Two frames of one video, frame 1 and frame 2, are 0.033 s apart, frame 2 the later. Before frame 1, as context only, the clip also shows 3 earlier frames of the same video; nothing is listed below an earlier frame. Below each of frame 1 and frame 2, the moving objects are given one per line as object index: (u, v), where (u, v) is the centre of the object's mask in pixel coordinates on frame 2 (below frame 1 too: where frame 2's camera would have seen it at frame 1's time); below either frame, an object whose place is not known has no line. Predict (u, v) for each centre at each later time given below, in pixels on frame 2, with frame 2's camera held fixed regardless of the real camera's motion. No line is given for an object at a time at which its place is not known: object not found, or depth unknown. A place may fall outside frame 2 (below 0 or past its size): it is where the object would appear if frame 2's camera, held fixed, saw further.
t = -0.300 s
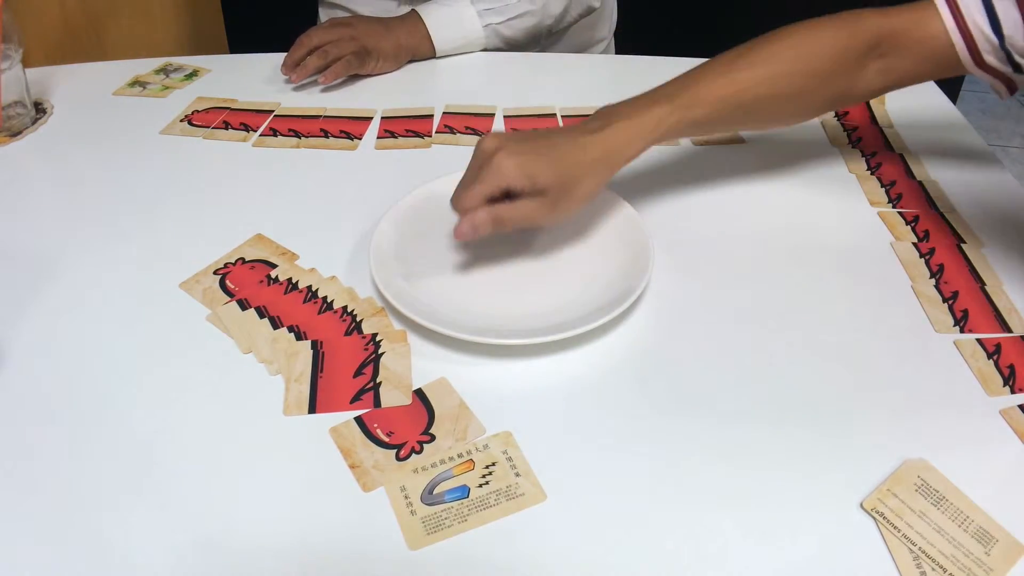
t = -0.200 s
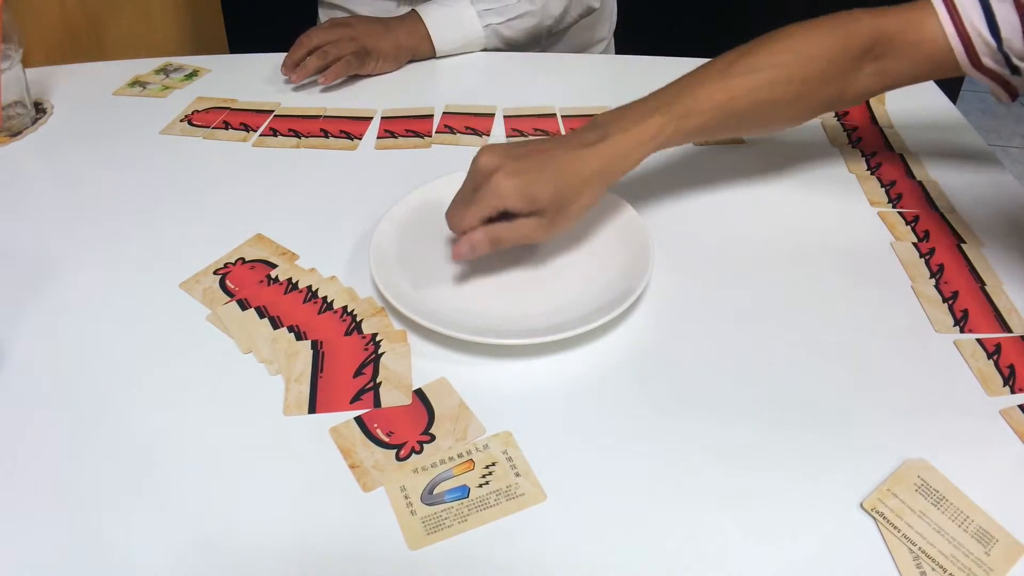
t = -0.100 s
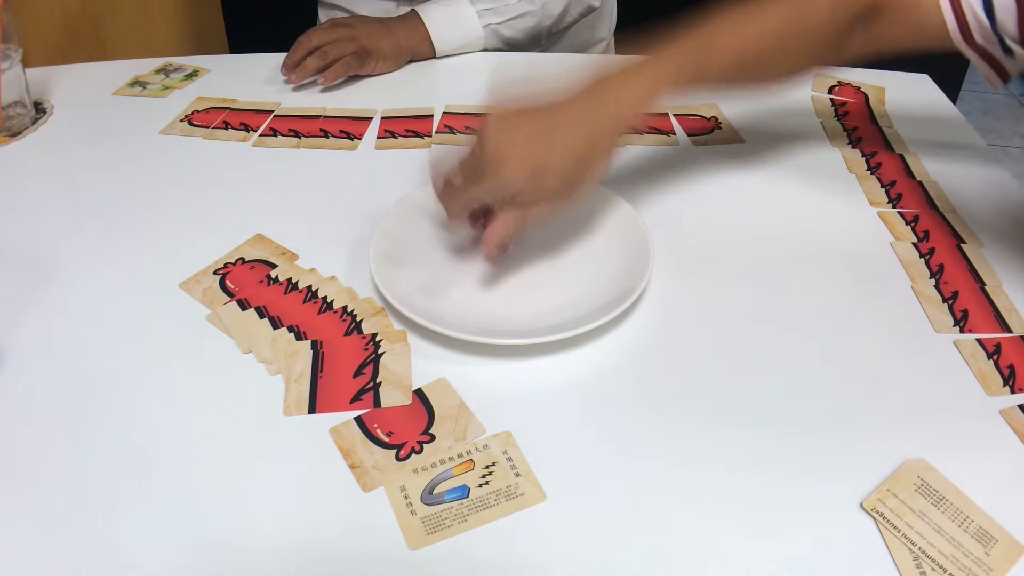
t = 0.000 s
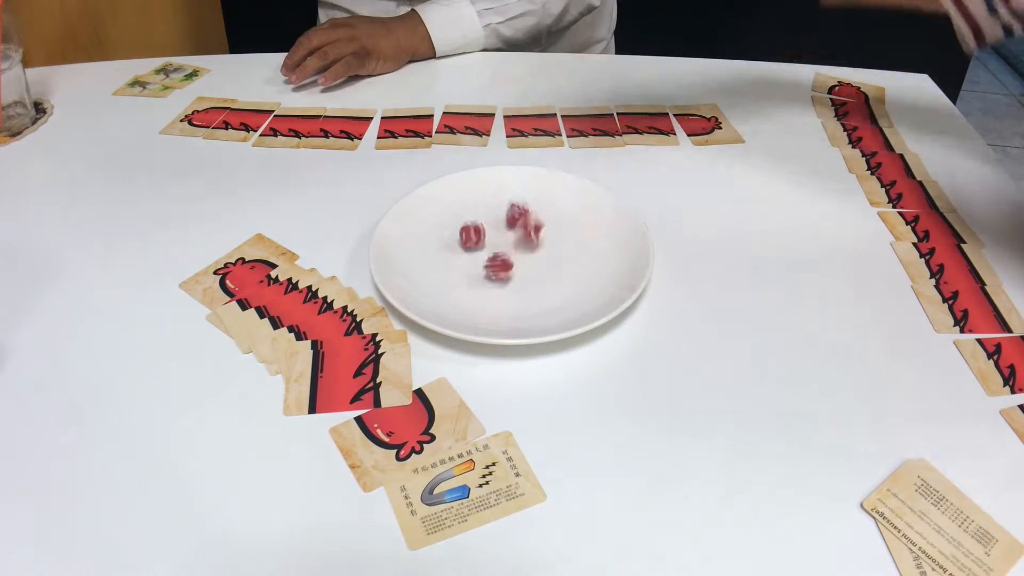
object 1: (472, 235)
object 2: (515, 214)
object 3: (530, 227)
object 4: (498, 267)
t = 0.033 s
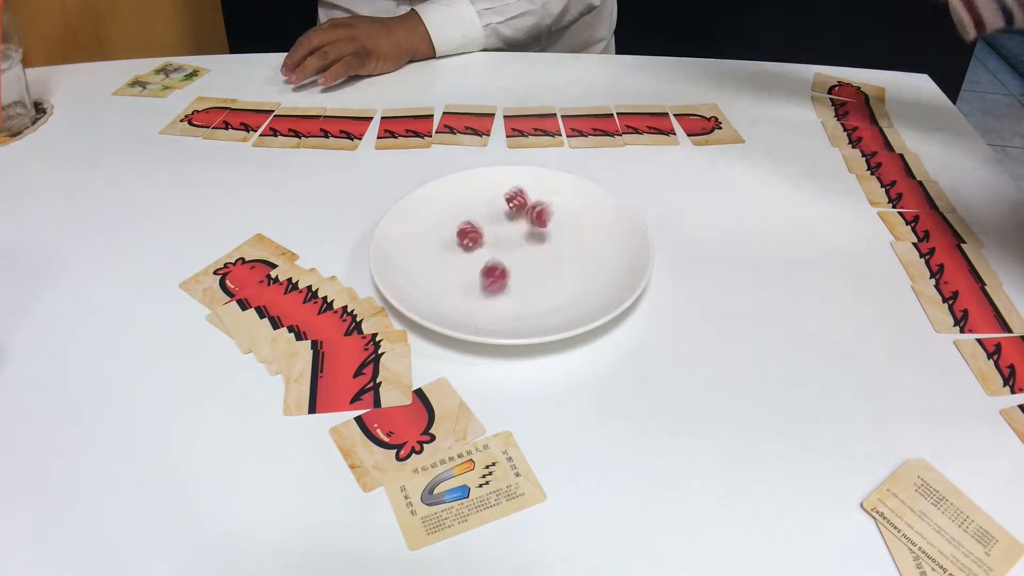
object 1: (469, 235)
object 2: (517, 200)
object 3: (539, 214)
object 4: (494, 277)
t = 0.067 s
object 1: (468, 234)
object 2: (517, 196)
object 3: (547, 214)
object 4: (491, 295)
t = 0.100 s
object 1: (467, 238)
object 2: (517, 198)
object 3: (554, 224)
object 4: (488, 307)
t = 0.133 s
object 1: (466, 235)
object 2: (517, 191)
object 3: (564, 218)
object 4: (486, 311)
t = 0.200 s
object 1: (462, 232)
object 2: (516, 191)
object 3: (580, 210)
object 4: (485, 317)
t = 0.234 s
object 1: (463, 237)
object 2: (515, 192)
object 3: (588, 212)
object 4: (488, 318)
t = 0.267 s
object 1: (463, 234)
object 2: (514, 198)
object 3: (590, 204)
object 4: (491, 315)
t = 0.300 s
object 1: (464, 240)
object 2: (513, 201)
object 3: (591, 209)
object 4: (496, 307)
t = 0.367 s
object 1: (465, 240)
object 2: (511, 214)
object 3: (583, 219)
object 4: (506, 287)
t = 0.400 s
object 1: (467, 243)
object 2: (510, 220)
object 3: (575, 223)
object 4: (511, 276)
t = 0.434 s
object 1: (469, 244)
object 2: (510, 226)
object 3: (565, 226)
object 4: (516, 266)
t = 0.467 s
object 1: (471, 245)
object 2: (509, 232)
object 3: (557, 233)
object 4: (521, 256)
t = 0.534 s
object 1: (477, 248)
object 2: (498, 238)
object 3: (550, 236)
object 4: (527, 251)
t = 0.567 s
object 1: (476, 251)
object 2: (495, 237)
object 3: (558, 234)
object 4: (521, 258)
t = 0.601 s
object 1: (473, 253)
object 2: (494, 239)
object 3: (564, 229)
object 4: (516, 264)
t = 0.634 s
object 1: (472, 255)
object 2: (494, 238)
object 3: (570, 227)
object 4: (509, 270)
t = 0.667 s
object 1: (471, 256)
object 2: (495, 238)
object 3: (576, 224)
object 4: (504, 275)
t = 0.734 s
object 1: (471, 256)
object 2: (497, 238)
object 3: (583, 220)
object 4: (498, 282)
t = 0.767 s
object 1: (471, 256)
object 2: (497, 238)
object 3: (584, 220)
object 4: (497, 284)
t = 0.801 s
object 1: (471, 256)
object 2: (498, 238)
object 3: (583, 220)
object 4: (497, 284)
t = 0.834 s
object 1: (471, 256)
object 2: (498, 238)
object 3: (581, 221)
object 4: (497, 284)
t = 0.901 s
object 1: (471, 256)
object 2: (498, 239)
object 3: (574, 225)
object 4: (497, 284)
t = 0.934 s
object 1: (471, 256)
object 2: (498, 239)
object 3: (571, 226)
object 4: (497, 284)
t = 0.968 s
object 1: (471, 256)
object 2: (498, 238)
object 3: (570, 227)
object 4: (497, 284)
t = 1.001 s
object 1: (471, 256)
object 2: (498, 238)
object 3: (569, 228)
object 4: (497, 284)
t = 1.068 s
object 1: (471, 256)
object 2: (498, 239)
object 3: (569, 228)
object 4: (497, 284)
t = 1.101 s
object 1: (471, 256)
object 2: (498, 239)
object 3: (569, 228)
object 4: (497, 284)
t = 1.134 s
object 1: (471, 256)
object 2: (498, 239)
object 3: (569, 228)
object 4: (497, 284)
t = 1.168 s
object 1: (471, 256)
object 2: (498, 239)
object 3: (569, 228)
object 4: (497, 284)
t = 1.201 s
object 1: (472, 256)
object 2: (498, 239)
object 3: (569, 228)
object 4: (497, 284)
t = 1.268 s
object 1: (471, 256)
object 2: (498, 238)
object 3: (569, 228)
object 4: (497, 284)
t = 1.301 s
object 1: (471, 256)
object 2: (498, 239)
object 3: (569, 228)
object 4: (497, 284)
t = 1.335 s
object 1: (471, 256)
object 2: (498, 238)
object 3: (569, 228)
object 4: (497, 284)
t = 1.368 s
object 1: (471, 256)
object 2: (498, 238)
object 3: (569, 228)
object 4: (497, 284)
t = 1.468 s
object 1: (471, 256)
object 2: (498, 239)
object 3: (569, 227)
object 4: (497, 284)
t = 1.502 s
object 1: (471, 256)
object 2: (498, 239)
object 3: (569, 228)
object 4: (497, 284)
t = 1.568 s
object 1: (471, 256)
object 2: (498, 239)
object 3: (569, 228)
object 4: (497, 284)
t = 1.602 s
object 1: (471, 256)
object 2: (498, 239)
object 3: (569, 228)
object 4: (497, 284)
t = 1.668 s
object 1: (471, 256)
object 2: (498, 239)
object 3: (569, 228)
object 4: (497, 284)
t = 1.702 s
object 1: (471, 256)
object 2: (498, 239)
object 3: (569, 228)
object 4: (497, 284)
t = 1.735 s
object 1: (471, 256)
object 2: (498, 239)
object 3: (569, 228)
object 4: (497, 284)
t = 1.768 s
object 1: (471, 256)
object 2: (498, 239)
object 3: (569, 228)
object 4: (497, 284)
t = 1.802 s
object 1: (471, 256)
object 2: (498, 239)
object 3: (569, 228)
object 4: (497, 284)
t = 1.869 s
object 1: (471, 256)
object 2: (498, 238)
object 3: (569, 228)
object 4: (497, 284)
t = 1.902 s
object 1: (471, 256)
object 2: (498, 239)
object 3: (569, 228)
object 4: (497, 284)
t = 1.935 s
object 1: (471, 256)
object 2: (498, 239)
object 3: (569, 228)
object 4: (497, 284)
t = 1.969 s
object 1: (471, 256)
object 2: (498, 239)
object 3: (569, 228)
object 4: (497, 284)
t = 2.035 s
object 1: (471, 256)
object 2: (498, 239)
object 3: (569, 228)
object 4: (497, 284)
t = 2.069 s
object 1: (471, 256)
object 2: (498, 239)
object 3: (569, 228)
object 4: (497, 284)
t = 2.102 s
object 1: (471, 256)
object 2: (498, 239)
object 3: (569, 228)
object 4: (497, 284)
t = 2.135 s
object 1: (471, 256)
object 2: (498, 239)
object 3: (569, 228)
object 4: (497, 284)
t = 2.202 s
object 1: (471, 256)
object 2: (498, 239)
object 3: (570, 228)
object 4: (497, 284)
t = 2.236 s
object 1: (471, 256)
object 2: (498, 239)
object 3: (570, 228)
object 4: (497, 284)
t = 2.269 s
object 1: (471, 256)
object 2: (498, 239)
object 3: (570, 228)
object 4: (497, 284)
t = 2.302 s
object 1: (471, 256)
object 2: (498, 239)
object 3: (569, 228)
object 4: (497, 284)
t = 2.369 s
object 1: (471, 256)
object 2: (498, 239)
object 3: (569, 228)
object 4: (497, 284)
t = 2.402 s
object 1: (471, 256)
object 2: (498, 239)
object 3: (569, 228)
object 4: (497, 284)
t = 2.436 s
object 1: (471, 256)
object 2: (498, 239)
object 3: (569, 228)
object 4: (497, 284)
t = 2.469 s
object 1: (471, 256)
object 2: (498, 239)
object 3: (569, 228)
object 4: (497, 284)
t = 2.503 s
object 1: (471, 256)
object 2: (498, 239)
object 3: (570, 228)
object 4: (497, 284)
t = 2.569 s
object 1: (471, 256)
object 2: (498, 239)
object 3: (570, 228)
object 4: (497, 284)
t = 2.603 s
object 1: (471, 256)
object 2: (498, 239)
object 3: (569, 228)
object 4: (497, 284)
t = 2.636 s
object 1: (471, 256)
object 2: (498, 239)
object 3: (569, 228)
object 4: (497, 284)
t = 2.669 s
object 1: (471, 256)
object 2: (498, 239)
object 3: (569, 228)
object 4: (497, 284)
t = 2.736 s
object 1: (472, 256)
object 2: (498, 239)
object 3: (569, 228)
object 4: (497, 284)
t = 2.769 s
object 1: (472, 256)
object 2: (498, 239)
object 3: (569, 228)
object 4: (497, 284)
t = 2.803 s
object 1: (471, 256)
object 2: (498, 239)
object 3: (569, 228)
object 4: (497, 284)
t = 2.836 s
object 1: (471, 256)
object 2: (498, 239)
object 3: (569, 228)
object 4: (497, 284)
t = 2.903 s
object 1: (471, 256)
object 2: (498, 239)
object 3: (569, 228)
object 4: (497, 284)
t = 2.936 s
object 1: (471, 256)
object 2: (498, 239)
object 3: (569, 228)
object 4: (497, 284)
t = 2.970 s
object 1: (472, 256)
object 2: (498, 239)
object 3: (569, 228)
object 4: (497, 284)
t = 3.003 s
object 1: (471, 256)
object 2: (498, 238)
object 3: (569, 228)
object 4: (497, 284)
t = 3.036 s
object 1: (471, 256)
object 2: (498, 239)
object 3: (569, 228)
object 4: (497, 284)
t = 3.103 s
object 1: (471, 256)
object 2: (498, 239)
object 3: (569, 228)
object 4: (497, 284)
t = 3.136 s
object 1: (471, 256)
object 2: (498, 239)
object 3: (569, 228)
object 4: (497, 284)
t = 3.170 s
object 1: (471, 256)
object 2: (498, 239)
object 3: (569, 228)
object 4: (497, 284)
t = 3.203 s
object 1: (471, 256)
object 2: (498, 239)
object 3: (569, 228)
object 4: (497, 284)
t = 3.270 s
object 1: (471, 256)
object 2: (498, 239)
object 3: (569, 228)
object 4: (497, 284)
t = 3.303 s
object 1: (471, 256)
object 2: (498, 239)
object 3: (569, 228)
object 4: (497, 284)
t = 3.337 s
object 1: (471, 256)
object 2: (498, 239)
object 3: (569, 228)
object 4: (497, 284)
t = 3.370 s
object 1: (471, 256)
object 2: (498, 239)
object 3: (569, 228)
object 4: (497, 284)
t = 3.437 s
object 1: (472, 256)
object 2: (498, 239)
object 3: (569, 228)
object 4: (497, 284)
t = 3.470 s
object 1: (472, 256)
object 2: (498, 239)
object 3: (569, 228)
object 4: (497, 284)
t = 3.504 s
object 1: (472, 256)
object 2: (498, 239)
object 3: (569, 228)
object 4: (497, 284)
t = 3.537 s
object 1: (471, 256)
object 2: (498, 239)
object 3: (569, 228)
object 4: (497, 284)
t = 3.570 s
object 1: (471, 256)
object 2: (498, 239)
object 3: (569, 228)
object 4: (497, 284)
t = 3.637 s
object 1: (472, 256)
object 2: (498, 239)
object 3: (569, 228)
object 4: (497, 284)
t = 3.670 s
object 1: (472, 256)
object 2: (498, 239)
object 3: (569, 228)
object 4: (497, 284)
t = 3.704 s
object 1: (472, 256)
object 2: (498, 239)
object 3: (569, 228)
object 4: (497, 284)
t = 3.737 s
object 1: (472, 256)
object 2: (498, 239)
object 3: (569, 228)
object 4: (497, 284)
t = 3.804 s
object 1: (471, 256)
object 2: (498, 239)
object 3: (569, 228)
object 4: (497, 284)
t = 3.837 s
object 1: (472, 256)
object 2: (498, 239)
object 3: (569, 228)
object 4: (497, 284)
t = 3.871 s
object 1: (472, 256)
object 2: (498, 239)
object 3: (569, 228)
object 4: (497, 284)
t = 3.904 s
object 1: (471, 256)
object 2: (498, 239)
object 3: (569, 228)
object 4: (497, 284)
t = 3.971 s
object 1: (471, 256)
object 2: (498, 239)
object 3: (569, 228)
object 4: (497, 284)
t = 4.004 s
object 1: (471, 256)
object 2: (498, 239)
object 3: (569, 228)
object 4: (497, 284)
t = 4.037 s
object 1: (471, 256)
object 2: (498, 239)
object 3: (569, 228)
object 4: (497, 284)
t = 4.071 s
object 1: (471, 256)
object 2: (498, 239)
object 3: (569, 228)
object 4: (497, 284)
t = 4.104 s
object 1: (471, 256)
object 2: (498, 239)
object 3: (569, 228)
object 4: (497, 284)
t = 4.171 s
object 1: (471, 256)
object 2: (498, 239)
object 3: (569, 228)
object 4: (497, 284)
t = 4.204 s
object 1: (471, 256)
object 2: (498, 239)
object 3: (569, 228)
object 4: (497, 284)
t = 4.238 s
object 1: (471, 256)
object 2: (498, 239)
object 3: (569, 228)
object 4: (497, 284)
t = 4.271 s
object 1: (471, 256)
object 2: (498, 239)
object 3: (569, 228)
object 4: (497, 284)
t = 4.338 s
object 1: (471, 256)
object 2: (498, 239)
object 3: (569, 228)
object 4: (497, 284)
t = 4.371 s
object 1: (471, 256)
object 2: (498, 239)
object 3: (569, 228)
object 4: (497, 284)
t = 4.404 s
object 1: (471, 256)
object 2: (498, 239)
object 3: (569, 228)
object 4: (497, 284)
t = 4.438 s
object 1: (471, 256)
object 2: (498, 239)
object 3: (569, 228)
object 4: (497, 284)
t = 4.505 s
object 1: (471, 256)
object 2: (498, 239)
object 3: (569, 228)
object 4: (497, 284)
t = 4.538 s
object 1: (471, 256)
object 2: (498, 239)
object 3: (569, 228)
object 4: (497, 284)
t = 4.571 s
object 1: (471, 256)
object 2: (498, 239)
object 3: (569, 228)
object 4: (497, 284)
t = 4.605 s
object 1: (471, 256)
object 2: (498, 239)
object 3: (569, 228)
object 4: (497, 284)
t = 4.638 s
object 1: (471, 256)
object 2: (498, 239)
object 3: (569, 228)
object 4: (497, 284)
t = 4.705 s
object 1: (471, 256)
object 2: (498, 239)
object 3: (569, 228)
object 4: (497, 284)
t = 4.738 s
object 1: (471, 256)
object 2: (498, 239)
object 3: (569, 228)
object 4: (497, 284)
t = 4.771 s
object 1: (471, 256)
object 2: (498, 239)
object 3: (569, 228)
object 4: (497, 284)
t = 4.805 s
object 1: (471, 256)
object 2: (498, 239)
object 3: (569, 228)
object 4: (497, 284)
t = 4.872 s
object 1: (471, 256)
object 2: (498, 239)
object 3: (569, 228)
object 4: (497, 284)
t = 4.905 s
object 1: (471, 256)
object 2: (498, 239)
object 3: (569, 228)
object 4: (497, 284)
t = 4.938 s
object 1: (471, 256)
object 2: (498, 239)
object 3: (569, 228)
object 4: (497, 284)
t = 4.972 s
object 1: (471, 256)
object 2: (498, 239)
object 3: (569, 228)
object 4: (497, 284)
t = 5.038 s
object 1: (471, 256)
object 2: (498, 239)
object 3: (569, 228)
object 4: (497, 284)
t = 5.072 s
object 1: (471, 256)
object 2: (498, 239)
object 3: (569, 228)
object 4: (497, 284)
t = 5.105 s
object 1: (471, 256)
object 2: (498, 239)
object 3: (569, 228)
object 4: (497, 284)
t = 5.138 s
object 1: (471, 256)
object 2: (498, 239)
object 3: (569, 228)
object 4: (497, 284)
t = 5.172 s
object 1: (471, 256)
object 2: (498, 239)
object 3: (569, 228)
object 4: (497, 284)
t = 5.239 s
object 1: (471, 256)
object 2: (498, 239)
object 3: (569, 228)
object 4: (497, 284)
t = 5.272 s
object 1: (471, 256)
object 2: (498, 239)
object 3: (569, 228)
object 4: (497, 284)
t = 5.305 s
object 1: (471, 256)
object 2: (498, 239)
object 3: (569, 228)
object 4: (497, 284)
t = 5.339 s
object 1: (471, 256)
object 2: (498, 239)
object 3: (569, 228)
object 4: (497, 284)
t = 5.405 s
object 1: (472, 256)
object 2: (498, 239)
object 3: (569, 228)
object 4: (497, 284)
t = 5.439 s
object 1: (472, 256)
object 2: (498, 239)
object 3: (569, 228)
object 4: (497, 284)
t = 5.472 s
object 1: (472, 256)
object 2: (498, 239)
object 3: (569, 228)
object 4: (497, 284)
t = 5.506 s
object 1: (472, 256)
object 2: (498, 238)
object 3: (569, 228)
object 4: (497, 284)
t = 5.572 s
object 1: (472, 256)
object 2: (498, 239)
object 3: (569, 228)
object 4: (497, 284)
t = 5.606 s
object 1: (472, 256)
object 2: (498, 239)
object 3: (569, 228)
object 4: (497, 284)
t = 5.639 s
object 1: (472, 256)
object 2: (498, 238)
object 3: (569, 228)
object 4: (497, 284)
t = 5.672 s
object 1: (472, 256)
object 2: (498, 239)
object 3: (569, 228)
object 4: (497, 284)
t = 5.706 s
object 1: (472, 256)
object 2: (498, 239)
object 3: (569, 228)
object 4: (497, 284)
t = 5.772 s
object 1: (472, 256)
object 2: (498, 239)
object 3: (569, 228)
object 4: (497, 284)
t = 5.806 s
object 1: (472, 256)
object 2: (498, 239)
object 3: (569, 228)
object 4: (497, 284)
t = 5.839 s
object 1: (472, 256)
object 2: (498, 239)
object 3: (569, 228)
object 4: (497, 284)
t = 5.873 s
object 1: (472, 256)
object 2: (498, 239)
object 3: (569, 228)
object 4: (497, 284)
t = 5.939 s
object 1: (471, 256)
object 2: (498, 239)
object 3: (569, 228)
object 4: (497, 284)
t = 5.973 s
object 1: (472, 256)
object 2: (498, 239)
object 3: (569, 228)
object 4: (497, 284)
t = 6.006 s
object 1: (472, 256)
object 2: (498, 239)
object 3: (569, 228)
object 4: (497, 284)
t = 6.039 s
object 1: (471, 256)
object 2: (498, 239)
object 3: (569, 228)
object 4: (497, 284)
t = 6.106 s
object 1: (471, 256)
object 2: (498, 239)
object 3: (569, 228)
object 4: (497, 284)
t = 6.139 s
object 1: (471, 256)
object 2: (498, 239)
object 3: (569, 228)
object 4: (497, 284)
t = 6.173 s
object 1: (471, 256)
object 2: (498, 239)
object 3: (569, 228)
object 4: (497, 284)
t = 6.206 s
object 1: (471, 256)
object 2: (498, 239)
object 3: (569, 228)
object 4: (497, 284)
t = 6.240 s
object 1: (471, 256)
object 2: (498, 239)
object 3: (569, 228)
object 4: (497, 284)
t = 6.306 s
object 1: (471, 256)
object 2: (498, 238)
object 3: (569, 228)
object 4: (497, 284)
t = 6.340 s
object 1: (471, 256)
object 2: (498, 239)
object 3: (569, 228)
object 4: (497, 284)
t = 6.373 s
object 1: (472, 256)
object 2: (498, 238)
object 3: (569, 228)
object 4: (497, 284)
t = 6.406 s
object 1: (471, 256)
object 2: (498, 238)
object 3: (569, 227)
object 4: (497, 284)
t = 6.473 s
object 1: (472, 256)
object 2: (498, 239)
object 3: (569, 228)
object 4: (497, 284)
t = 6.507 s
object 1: (471, 256)
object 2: (498, 238)
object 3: (569, 228)
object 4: (497, 284)
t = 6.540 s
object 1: (471, 256)
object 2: (498, 239)
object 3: (569, 228)
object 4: (497, 284)
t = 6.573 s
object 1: (471, 256)
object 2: (498, 238)
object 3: (569, 228)
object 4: (497, 284)
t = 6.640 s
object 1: (472, 256)
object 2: (498, 238)
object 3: (569, 227)
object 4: (497, 284)
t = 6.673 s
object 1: (471, 256)
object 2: (498, 239)
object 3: (569, 228)
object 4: (497, 284)
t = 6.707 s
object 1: (471, 256)
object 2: (498, 238)
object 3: (569, 228)
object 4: (497, 284)
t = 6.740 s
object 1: (471, 256)
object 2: (498, 238)
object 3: (569, 228)
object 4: (497, 284)
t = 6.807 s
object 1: (472, 256)
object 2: (498, 238)
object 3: (569, 228)
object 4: (497, 284)
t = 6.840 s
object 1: (471, 256)
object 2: (498, 239)
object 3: (569, 228)
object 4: (497, 284)
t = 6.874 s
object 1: (471, 256)
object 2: (498, 239)
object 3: (569, 228)
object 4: (497, 284)
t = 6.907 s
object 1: (472, 256)
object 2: (498, 239)
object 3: (569, 228)
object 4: (497, 284)
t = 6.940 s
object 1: (472, 256)
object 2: (498, 239)
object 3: (569, 228)
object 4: (497, 284)
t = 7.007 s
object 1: (471, 256)
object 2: (498, 239)
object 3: (569, 228)
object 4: (497, 284)
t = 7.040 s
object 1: (471, 256)
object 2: (498, 239)
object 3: (569, 228)
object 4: (497, 284)
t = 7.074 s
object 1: (471, 256)
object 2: (498, 239)
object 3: (569, 228)
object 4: (497, 284)
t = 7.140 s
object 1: (471, 256)
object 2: (498, 239)
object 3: (569, 228)
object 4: (497, 284)
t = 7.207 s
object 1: (472, 256)
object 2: (498, 239)
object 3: (569, 228)
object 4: (497, 284)
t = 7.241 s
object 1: (471, 256)
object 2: (498, 239)
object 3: (569, 228)
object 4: (497, 284)
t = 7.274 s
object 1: (471, 256)
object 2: (498, 239)
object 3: (569, 228)
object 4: (497, 284)
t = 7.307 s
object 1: (472, 256)
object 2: (498, 239)
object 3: (569, 228)
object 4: (497, 284)
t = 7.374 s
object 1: (471, 256)
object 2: (498, 239)
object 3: (569, 228)
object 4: (497, 284)
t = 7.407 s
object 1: (471, 256)
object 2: (498, 239)
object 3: (569, 228)
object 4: (497, 284)
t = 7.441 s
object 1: (471, 256)
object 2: (498, 239)
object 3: (569, 228)
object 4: (497, 284)
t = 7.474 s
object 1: (471, 256)
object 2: (498, 239)
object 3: (569, 228)
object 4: (497, 284)
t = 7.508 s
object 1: (471, 256)
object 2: (498, 239)
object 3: (569, 228)
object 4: (497, 284)
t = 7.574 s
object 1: (471, 256)
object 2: (498, 239)
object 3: (569, 228)
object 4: (497, 284)
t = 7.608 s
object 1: (471, 256)
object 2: (498, 239)
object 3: (569, 228)
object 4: (497, 284)
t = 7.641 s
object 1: (471, 256)
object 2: (498, 239)
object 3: (569, 228)
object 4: (497, 284)
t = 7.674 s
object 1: (471, 256)
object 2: (498, 239)
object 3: (569, 228)
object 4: (497, 284)
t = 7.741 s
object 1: (471, 256)
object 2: (498, 239)
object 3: (569, 228)
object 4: (497, 284)
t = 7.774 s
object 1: (471, 256)
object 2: (498, 238)
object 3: (569, 228)
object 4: (497, 284)
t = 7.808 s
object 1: (471, 256)
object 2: (498, 238)
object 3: (569, 228)
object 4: (497, 284)
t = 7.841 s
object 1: (471, 256)
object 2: (498, 238)
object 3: (569, 228)
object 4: (497, 284)
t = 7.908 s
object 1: (472, 256)
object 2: (498, 238)
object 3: (569, 228)
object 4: (497, 284)
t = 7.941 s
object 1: (472, 256)
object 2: (498, 239)
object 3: (569, 228)
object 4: (497, 284)
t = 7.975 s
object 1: (471, 256)
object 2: (498, 238)
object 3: (569, 228)
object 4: (497, 284)
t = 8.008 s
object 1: (472, 256)
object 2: (498, 238)
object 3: (569, 228)
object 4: (497, 284)
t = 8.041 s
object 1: (472, 256)
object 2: (498, 238)
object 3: (569, 228)
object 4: (497, 284)
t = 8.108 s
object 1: (472, 256)
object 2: (498, 238)
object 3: (569, 228)
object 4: (497, 284)
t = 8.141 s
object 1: (472, 256)
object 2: (498, 238)
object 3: (569, 228)
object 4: (497, 284)
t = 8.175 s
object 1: (472, 256)
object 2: (498, 238)
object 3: (569, 228)
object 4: (497, 284)
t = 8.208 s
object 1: (472, 256)
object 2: (498, 238)
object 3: (569, 228)
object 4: (497, 284)
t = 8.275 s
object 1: (472, 256)
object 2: (498, 238)
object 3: (569, 228)
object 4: (497, 284)
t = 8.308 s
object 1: (472, 256)
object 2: (498, 239)
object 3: (569, 228)
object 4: (497, 284)
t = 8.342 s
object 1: (472, 256)
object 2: (498, 239)
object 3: (569, 228)
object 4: (497, 284)
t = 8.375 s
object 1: (472, 256)
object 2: (498, 239)
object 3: (569, 228)
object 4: (497, 284)
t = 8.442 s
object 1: (471, 256)
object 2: (498, 239)
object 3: (569, 228)
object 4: (497, 284)
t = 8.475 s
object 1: (471, 256)
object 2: (498, 239)
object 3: (569, 228)
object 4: (497, 284)
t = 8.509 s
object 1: (471, 256)
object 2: (498, 239)
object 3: (569, 228)
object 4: (497, 284)
